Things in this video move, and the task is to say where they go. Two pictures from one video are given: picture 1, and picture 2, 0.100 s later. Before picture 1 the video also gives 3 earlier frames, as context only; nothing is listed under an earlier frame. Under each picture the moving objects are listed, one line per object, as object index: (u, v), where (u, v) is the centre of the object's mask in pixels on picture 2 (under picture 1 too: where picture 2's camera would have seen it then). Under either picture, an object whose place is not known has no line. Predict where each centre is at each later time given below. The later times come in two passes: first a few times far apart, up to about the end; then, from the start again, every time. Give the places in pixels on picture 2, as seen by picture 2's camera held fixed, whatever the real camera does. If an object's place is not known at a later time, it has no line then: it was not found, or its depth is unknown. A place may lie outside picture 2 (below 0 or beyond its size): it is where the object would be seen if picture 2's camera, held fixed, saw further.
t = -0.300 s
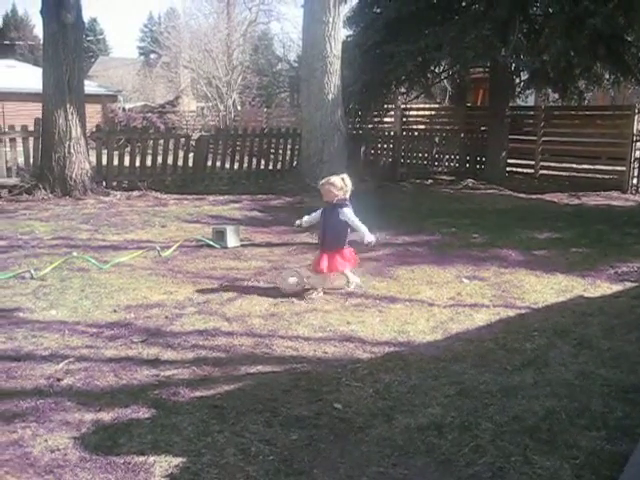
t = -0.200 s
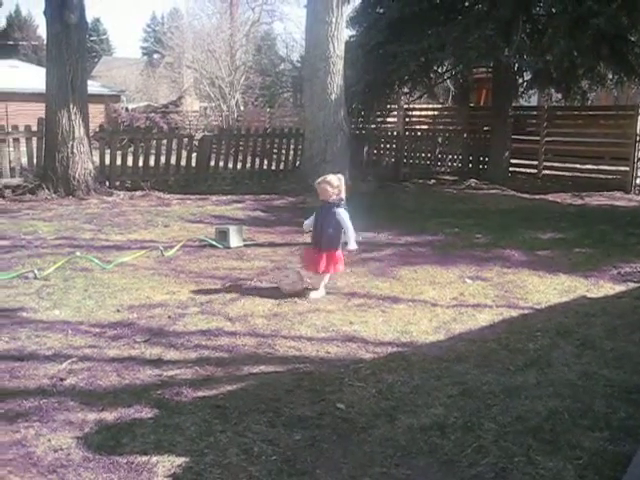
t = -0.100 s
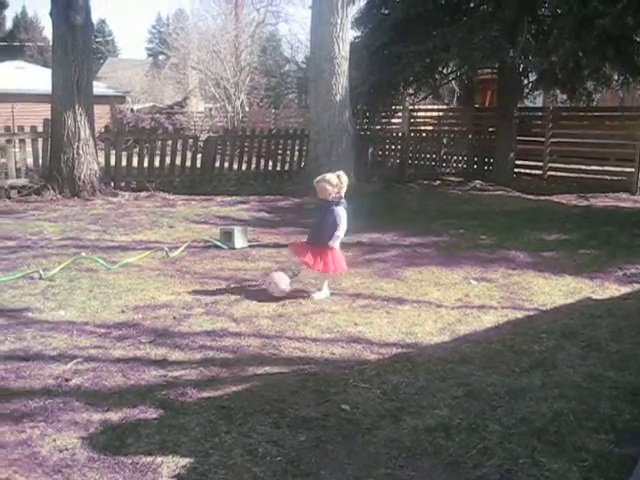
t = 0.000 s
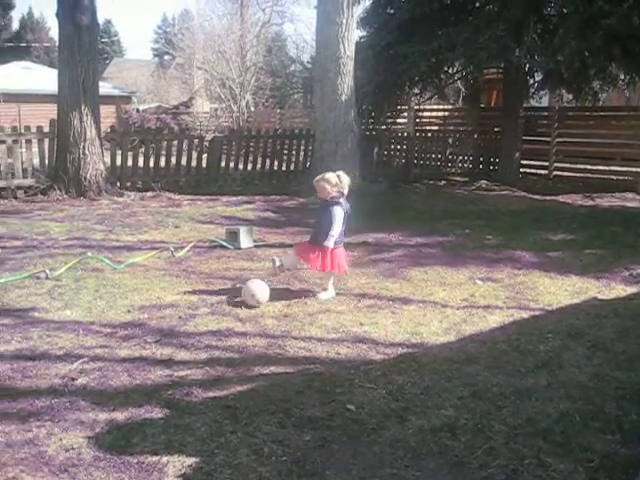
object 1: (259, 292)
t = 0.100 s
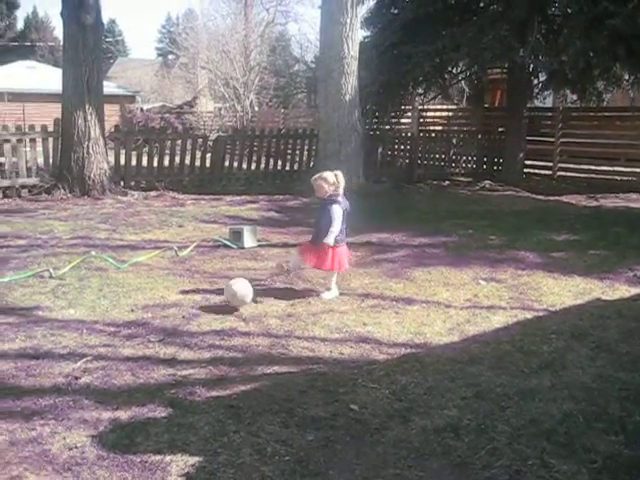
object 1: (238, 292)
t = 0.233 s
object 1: (212, 302)
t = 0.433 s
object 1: (177, 313)
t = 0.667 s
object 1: (135, 330)
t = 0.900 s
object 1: (95, 342)
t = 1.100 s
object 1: (66, 354)
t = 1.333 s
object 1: (30, 371)
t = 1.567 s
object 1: (-6, 385)
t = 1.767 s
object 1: (-38, 396)
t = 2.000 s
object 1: (-73, 408)
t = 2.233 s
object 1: (-99, 413)
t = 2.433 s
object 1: (-122, 418)
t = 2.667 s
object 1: (-152, 424)
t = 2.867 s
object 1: (-175, 434)
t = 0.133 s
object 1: (232, 295)
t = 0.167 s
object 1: (224, 299)
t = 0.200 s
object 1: (219, 302)
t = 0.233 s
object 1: (212, 302)
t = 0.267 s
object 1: (207, 303)
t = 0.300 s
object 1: (201, 305)
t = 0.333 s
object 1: (195, 308)
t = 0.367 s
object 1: (190, 309)
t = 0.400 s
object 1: (184, 311)
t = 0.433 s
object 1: (177, 313)
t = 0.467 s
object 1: (172, 315)
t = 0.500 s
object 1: (165, 317)
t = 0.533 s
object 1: (160, 321)
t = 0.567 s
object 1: (153, 324)
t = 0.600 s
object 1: (148, 327)
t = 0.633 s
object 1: (142, 328)
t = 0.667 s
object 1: (135, 330)
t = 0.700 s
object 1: (129, 332)
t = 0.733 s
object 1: (123, 334)
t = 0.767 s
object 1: (117, 335)
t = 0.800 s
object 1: (111, 336)
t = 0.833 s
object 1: (105, 338)
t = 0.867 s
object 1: (100, 338)
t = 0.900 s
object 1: (95, 342)
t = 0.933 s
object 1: (90, 345)
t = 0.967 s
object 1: (86, 345)
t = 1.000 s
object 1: (81, 346)
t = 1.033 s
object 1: (75, 350)
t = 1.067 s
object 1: (70, 352)
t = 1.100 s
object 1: (66, 354)
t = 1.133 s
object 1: (61, 355)
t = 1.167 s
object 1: (56, 357)
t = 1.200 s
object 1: (51, 360)
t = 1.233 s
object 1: (46, 362)
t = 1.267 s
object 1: (41, 365)
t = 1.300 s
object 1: (36, 367)
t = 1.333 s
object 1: (30, 371)
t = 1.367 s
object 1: (24, 373)
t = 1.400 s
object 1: (19, 374)
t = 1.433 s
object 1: (14, 376)
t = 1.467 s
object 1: (9, 378)
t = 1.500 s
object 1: (4, 380)
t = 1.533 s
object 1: (-1, 383)
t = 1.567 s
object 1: (-6, 385)
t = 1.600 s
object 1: (-11, 387)
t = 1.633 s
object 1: (-16, 388)
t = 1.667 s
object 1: (-22, 390)
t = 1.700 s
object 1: (-27, 393)
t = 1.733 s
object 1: (-32, 395)
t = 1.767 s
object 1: (-38, 396)
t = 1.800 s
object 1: (-43, 397)
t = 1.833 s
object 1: (-47, 398)
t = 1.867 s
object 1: (-52, 400)
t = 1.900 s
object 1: (-58, 403)
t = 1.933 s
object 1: (-63, 405)
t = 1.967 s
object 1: (-68, 406)
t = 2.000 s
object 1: (-73, 408)
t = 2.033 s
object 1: (-78, 409)
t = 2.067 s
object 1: (-83, 410)
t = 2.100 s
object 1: (-88, 410)
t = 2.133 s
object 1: (-92, 412)
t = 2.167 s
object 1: (-95, 413)
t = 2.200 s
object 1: (-98, 413)
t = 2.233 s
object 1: (-99, 413)
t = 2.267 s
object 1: (-101, 414)
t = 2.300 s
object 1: (-105, 415)
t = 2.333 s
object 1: (-110, 415)
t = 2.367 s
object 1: (-113, 416)
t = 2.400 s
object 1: (-117, 417)
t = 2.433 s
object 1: (-122, 418)
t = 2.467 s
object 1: (-127, 419)
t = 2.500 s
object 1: (-132, 420)
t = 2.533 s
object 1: (-136, 420)
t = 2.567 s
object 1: (-141, 422)
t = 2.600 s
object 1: (-146, 423)
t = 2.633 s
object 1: (-149, 423)
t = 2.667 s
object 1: (-152, 424)
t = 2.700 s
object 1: (-155, 425)
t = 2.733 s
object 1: (-156, 426)
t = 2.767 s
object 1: (-158, 427)
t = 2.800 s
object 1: (-163, 429)
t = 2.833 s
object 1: (-169, 432)
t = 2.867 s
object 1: (-175, 434)
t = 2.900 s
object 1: (-180, 436)
